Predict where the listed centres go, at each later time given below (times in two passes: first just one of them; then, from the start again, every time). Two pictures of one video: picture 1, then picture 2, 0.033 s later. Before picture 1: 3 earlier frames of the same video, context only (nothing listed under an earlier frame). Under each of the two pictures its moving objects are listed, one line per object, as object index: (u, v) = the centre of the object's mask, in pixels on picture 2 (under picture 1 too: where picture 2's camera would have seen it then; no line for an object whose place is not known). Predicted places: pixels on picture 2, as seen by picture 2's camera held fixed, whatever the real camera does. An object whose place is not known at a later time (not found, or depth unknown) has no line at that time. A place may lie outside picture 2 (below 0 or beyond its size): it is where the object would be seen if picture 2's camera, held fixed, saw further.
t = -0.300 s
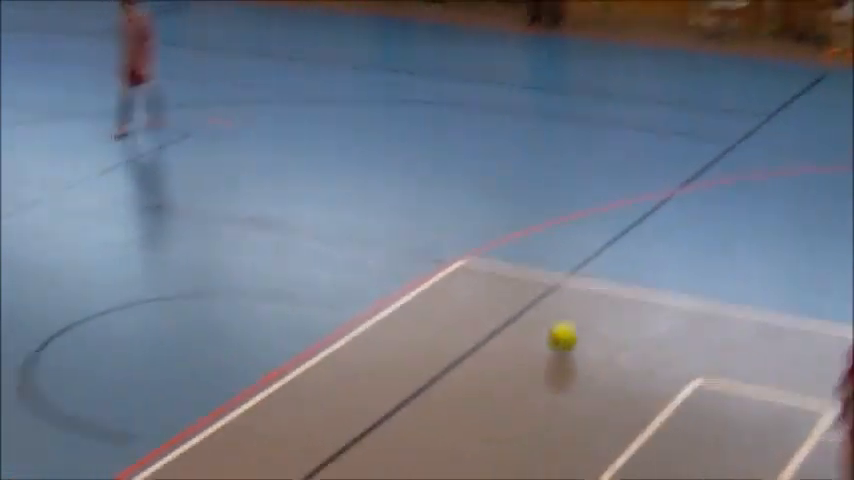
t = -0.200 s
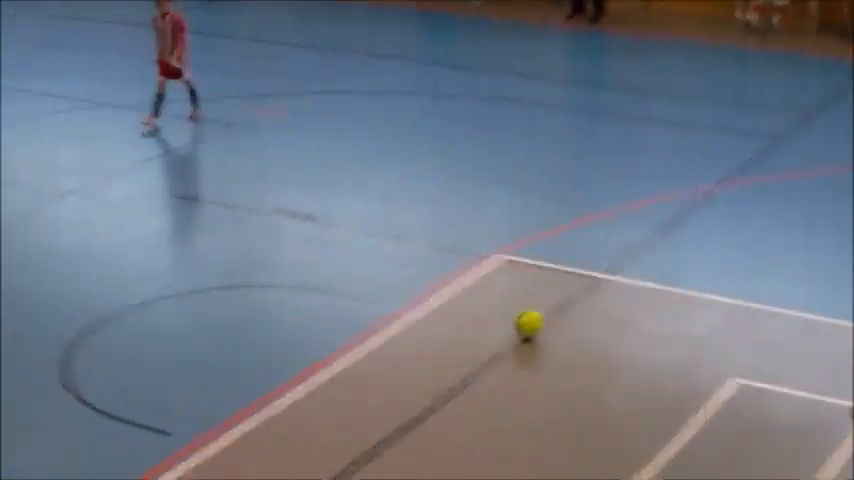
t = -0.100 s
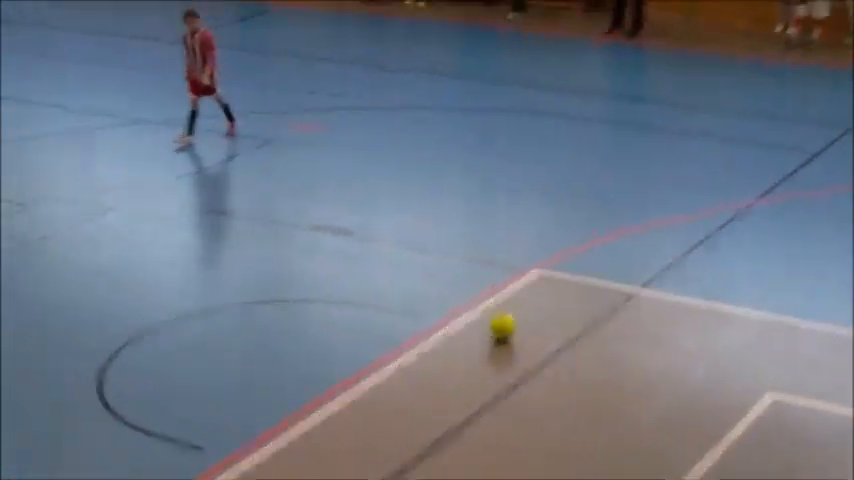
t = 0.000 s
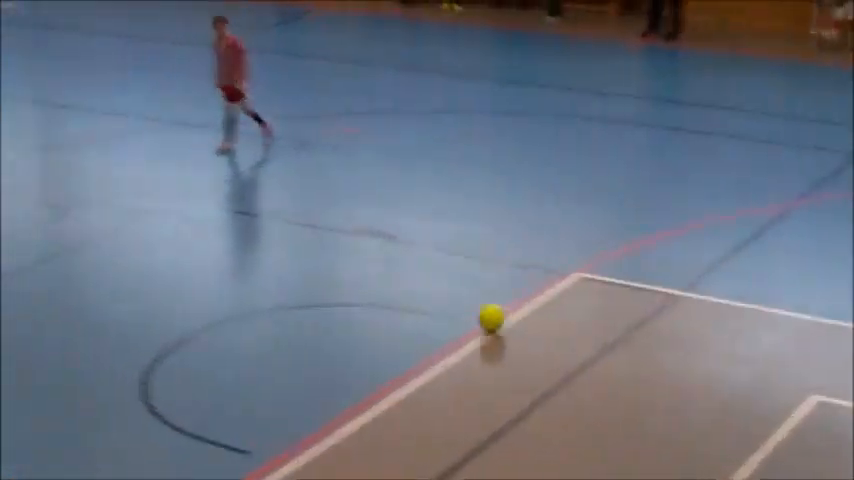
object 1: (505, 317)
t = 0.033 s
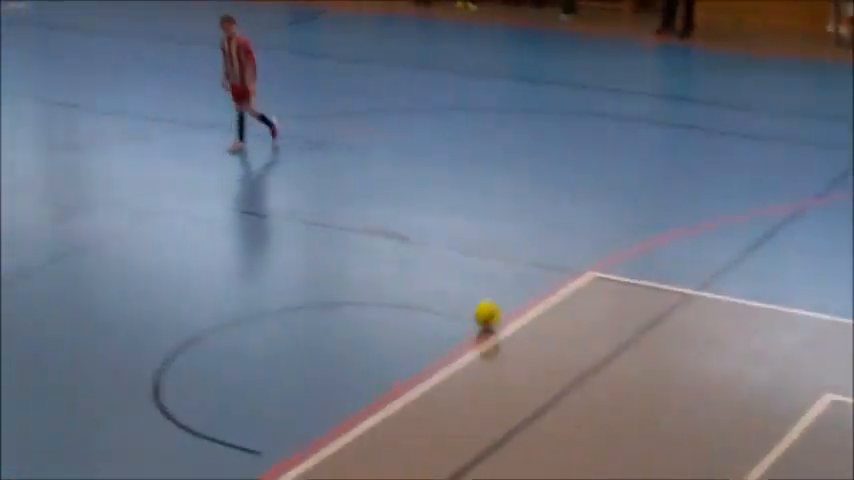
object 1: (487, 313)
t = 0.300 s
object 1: (365, 290)
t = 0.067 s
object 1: (471, 310)
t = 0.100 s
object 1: (454, 306)
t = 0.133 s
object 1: (441, 303)
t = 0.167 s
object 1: (425, 301)
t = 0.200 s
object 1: (410, 298)
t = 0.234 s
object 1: (395, 295)
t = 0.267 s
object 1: (380, 293)
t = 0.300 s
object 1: (365, 290)
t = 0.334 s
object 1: (351, 288)
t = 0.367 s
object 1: (341, 285)
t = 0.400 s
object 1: (325, 281)
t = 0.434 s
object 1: (310, 280)
